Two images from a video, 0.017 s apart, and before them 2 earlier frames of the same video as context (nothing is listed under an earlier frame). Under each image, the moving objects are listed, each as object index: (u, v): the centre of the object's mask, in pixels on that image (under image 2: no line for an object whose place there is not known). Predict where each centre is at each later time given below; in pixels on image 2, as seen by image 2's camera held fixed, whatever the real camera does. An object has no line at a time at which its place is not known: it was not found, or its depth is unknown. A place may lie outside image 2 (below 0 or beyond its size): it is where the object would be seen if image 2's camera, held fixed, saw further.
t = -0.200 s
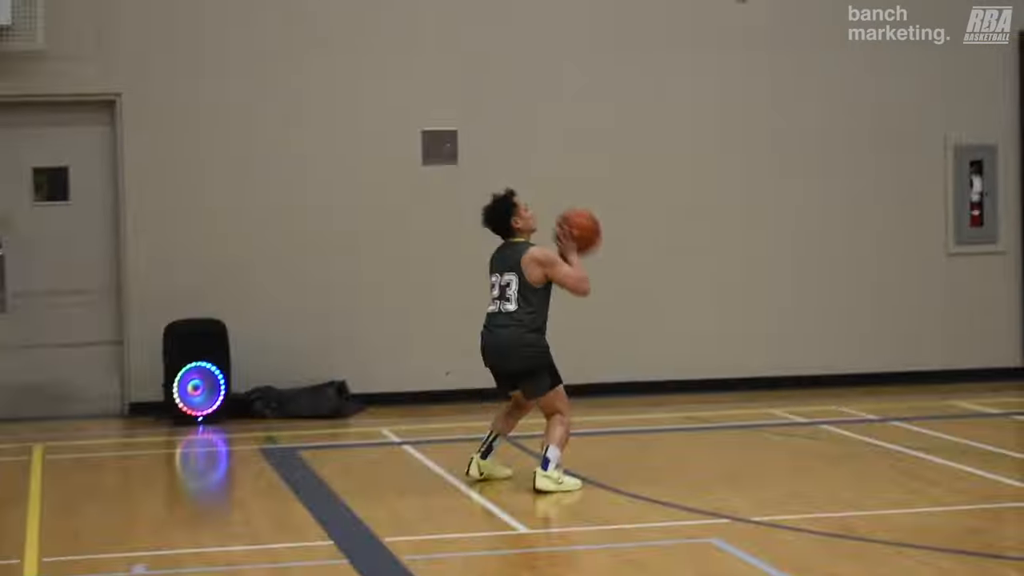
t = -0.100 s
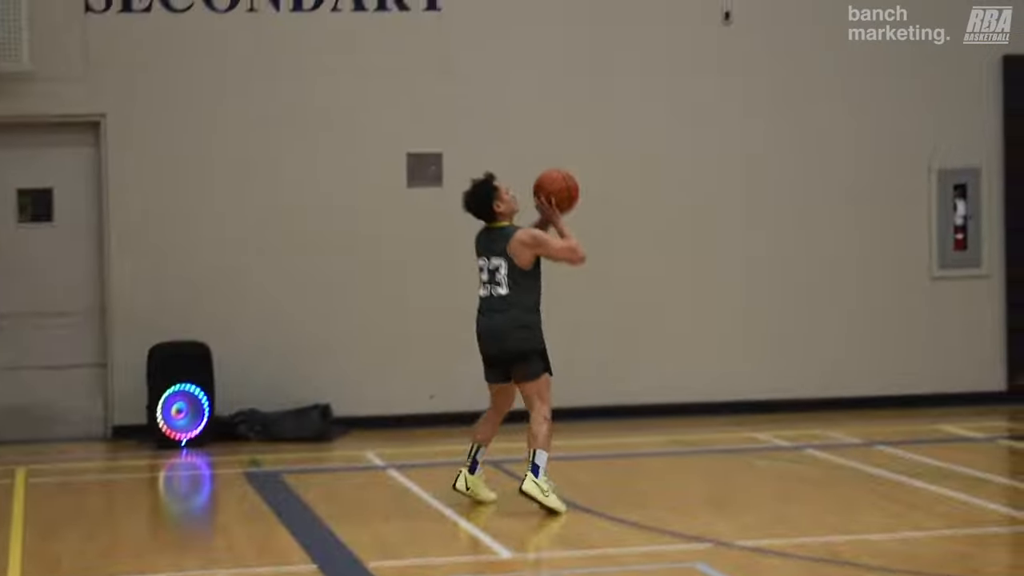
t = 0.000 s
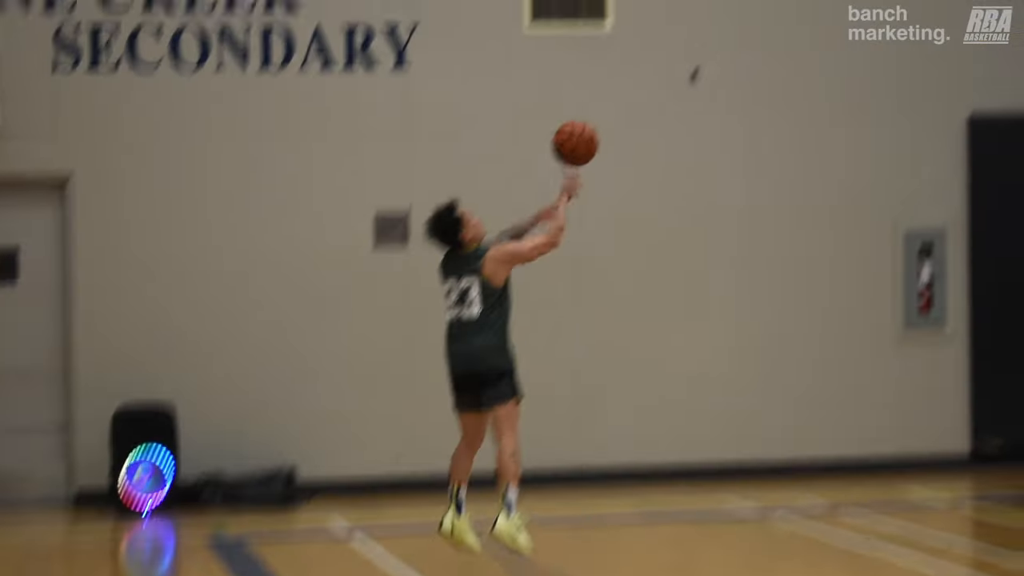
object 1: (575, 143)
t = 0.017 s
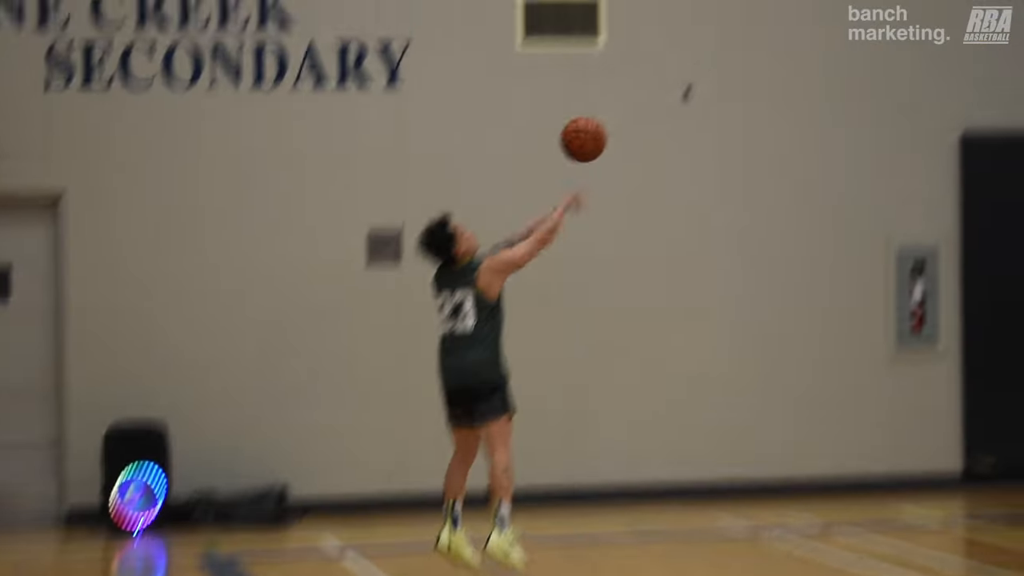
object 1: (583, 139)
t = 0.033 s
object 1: (599, 118)
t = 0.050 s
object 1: (614, 97)
